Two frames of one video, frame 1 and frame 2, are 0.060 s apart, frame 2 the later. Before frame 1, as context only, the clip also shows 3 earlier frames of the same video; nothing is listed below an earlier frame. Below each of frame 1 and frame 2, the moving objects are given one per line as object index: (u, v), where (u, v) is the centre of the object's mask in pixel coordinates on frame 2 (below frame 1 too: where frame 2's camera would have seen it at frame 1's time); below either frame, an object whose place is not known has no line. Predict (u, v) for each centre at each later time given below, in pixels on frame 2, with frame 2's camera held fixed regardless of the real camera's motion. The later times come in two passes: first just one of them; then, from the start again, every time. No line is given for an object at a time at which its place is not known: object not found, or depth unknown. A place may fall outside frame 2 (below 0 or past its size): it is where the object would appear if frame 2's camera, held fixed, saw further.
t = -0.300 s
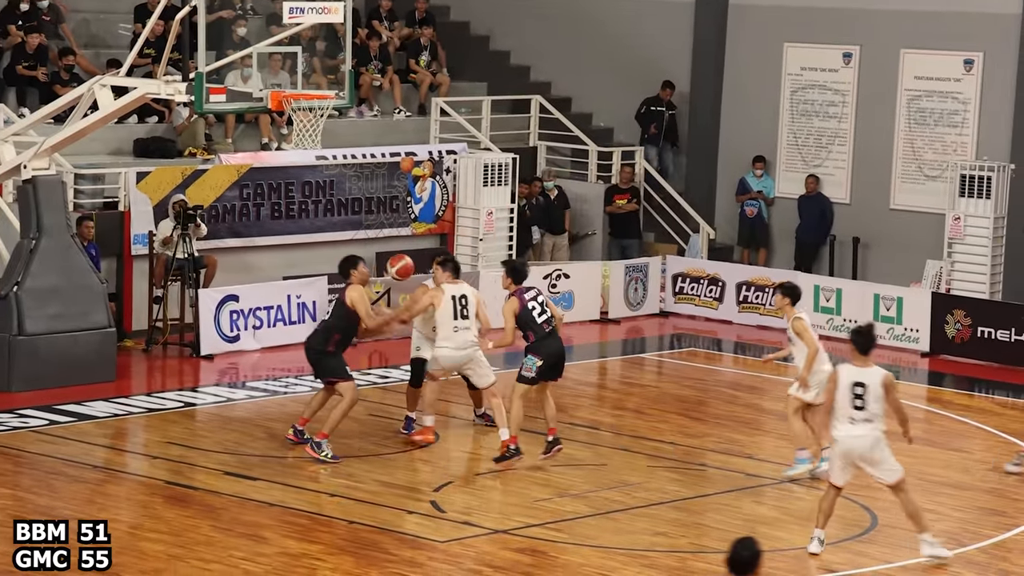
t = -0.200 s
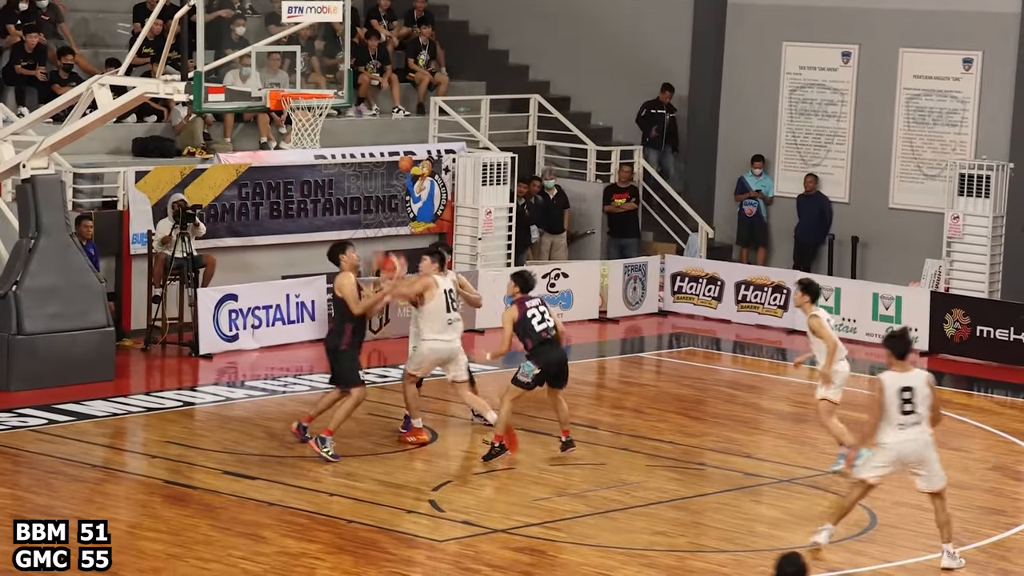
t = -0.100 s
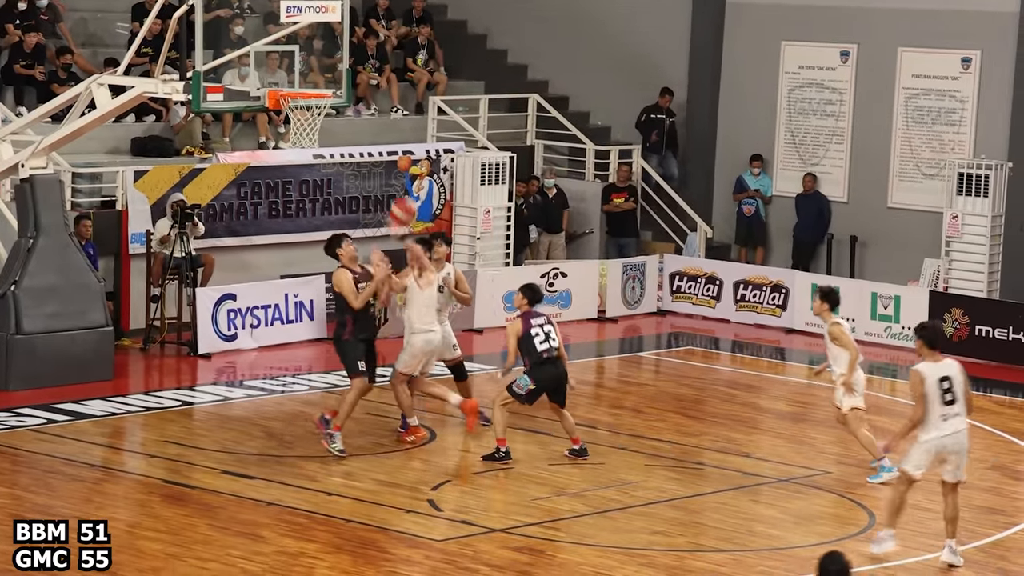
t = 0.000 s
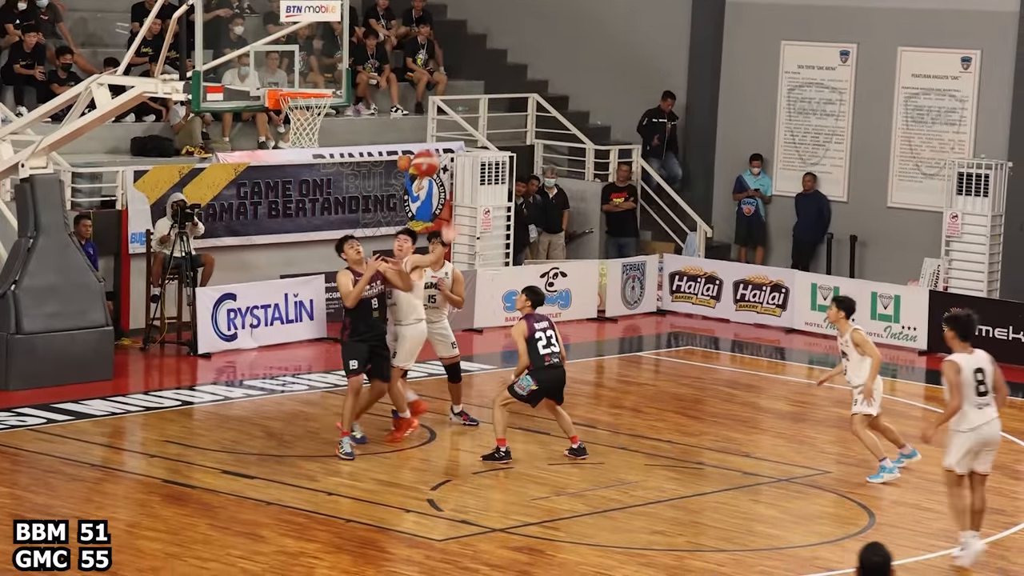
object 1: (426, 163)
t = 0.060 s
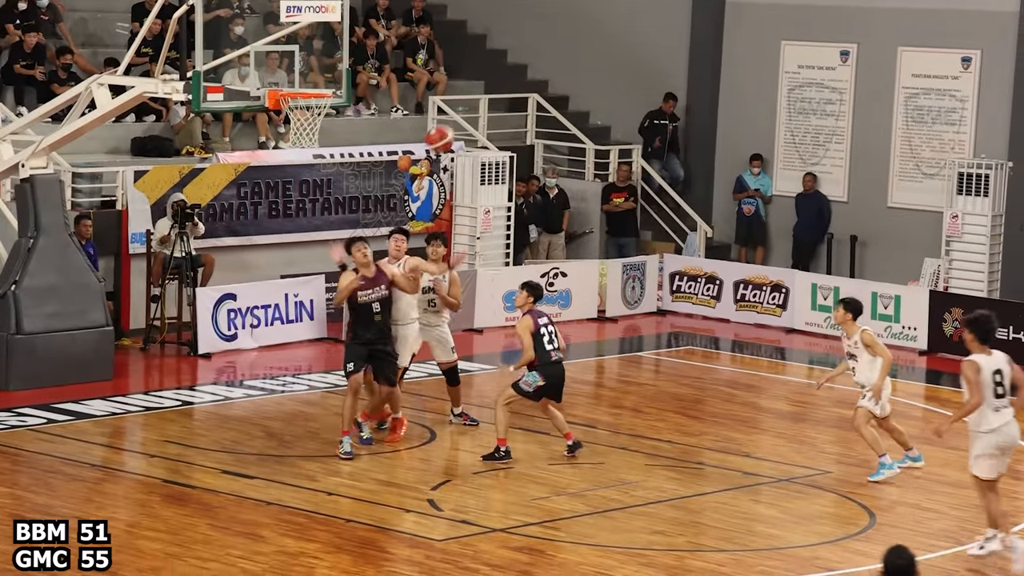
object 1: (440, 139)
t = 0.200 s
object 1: (471, 97)
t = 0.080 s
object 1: (444, 131)
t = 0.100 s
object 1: (448, 125)
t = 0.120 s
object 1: (453, 118)
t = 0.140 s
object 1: (457, 112)
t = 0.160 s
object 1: (462, 106)
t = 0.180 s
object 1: (466, 101)
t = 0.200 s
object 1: (471, 97)
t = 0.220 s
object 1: (475, 92)
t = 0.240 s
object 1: (480, 89)
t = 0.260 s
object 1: (484, 85)
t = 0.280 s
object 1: (489, 83)
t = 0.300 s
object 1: (493, 80)
